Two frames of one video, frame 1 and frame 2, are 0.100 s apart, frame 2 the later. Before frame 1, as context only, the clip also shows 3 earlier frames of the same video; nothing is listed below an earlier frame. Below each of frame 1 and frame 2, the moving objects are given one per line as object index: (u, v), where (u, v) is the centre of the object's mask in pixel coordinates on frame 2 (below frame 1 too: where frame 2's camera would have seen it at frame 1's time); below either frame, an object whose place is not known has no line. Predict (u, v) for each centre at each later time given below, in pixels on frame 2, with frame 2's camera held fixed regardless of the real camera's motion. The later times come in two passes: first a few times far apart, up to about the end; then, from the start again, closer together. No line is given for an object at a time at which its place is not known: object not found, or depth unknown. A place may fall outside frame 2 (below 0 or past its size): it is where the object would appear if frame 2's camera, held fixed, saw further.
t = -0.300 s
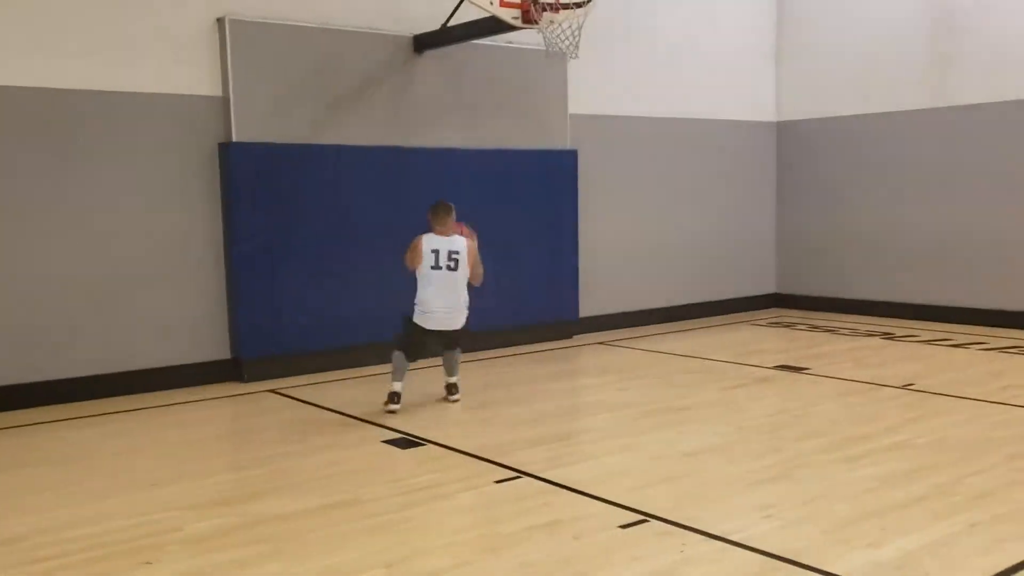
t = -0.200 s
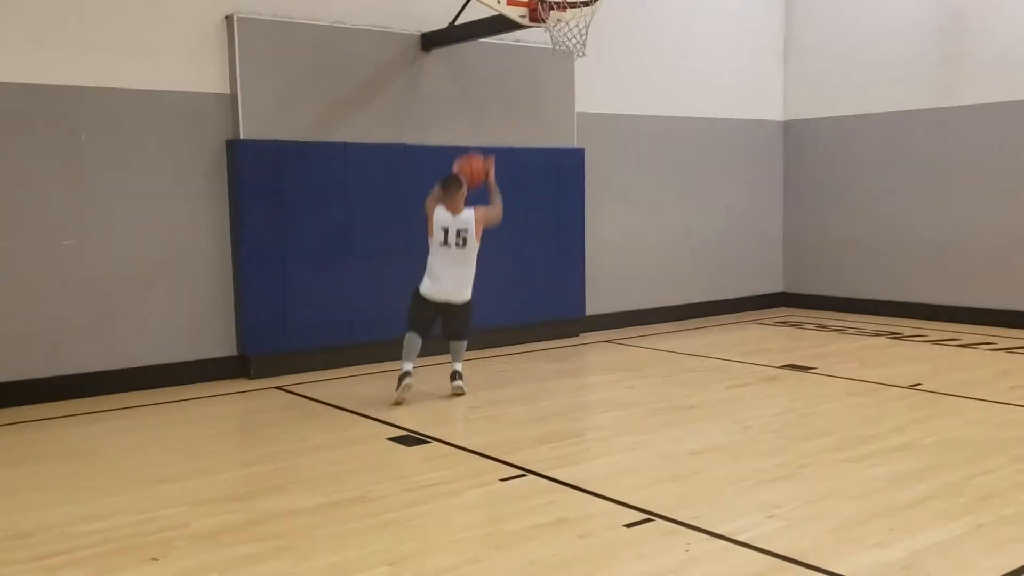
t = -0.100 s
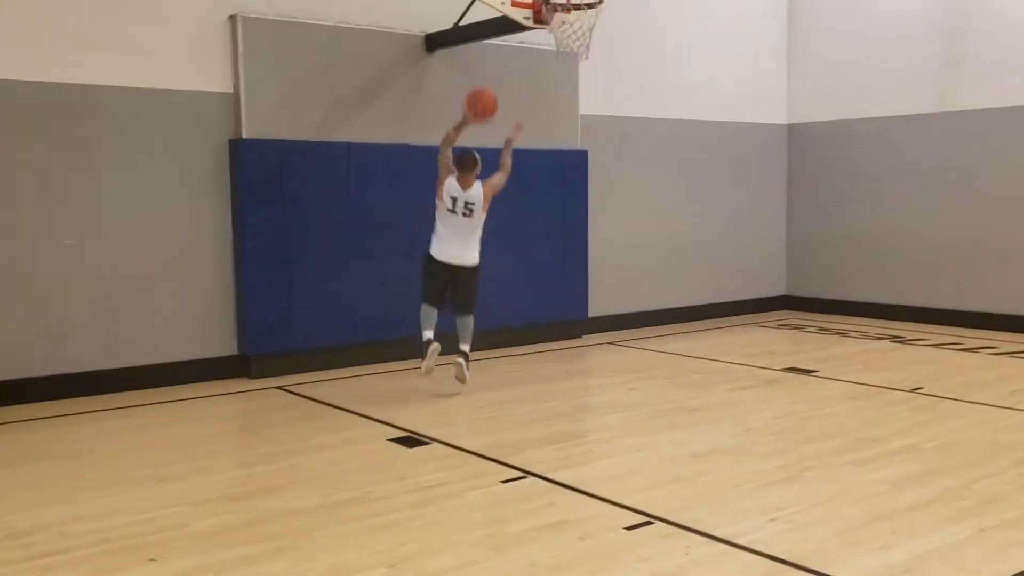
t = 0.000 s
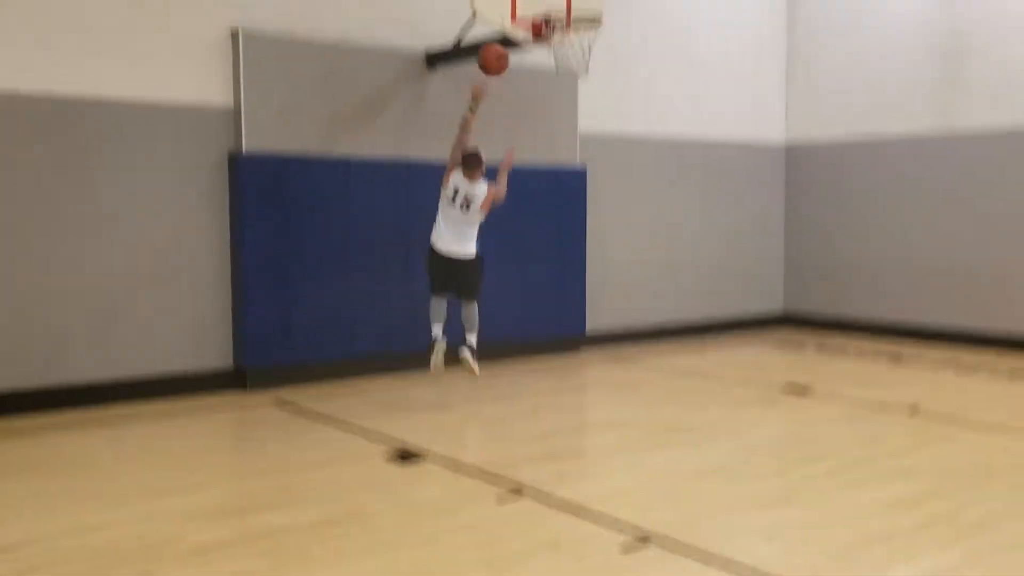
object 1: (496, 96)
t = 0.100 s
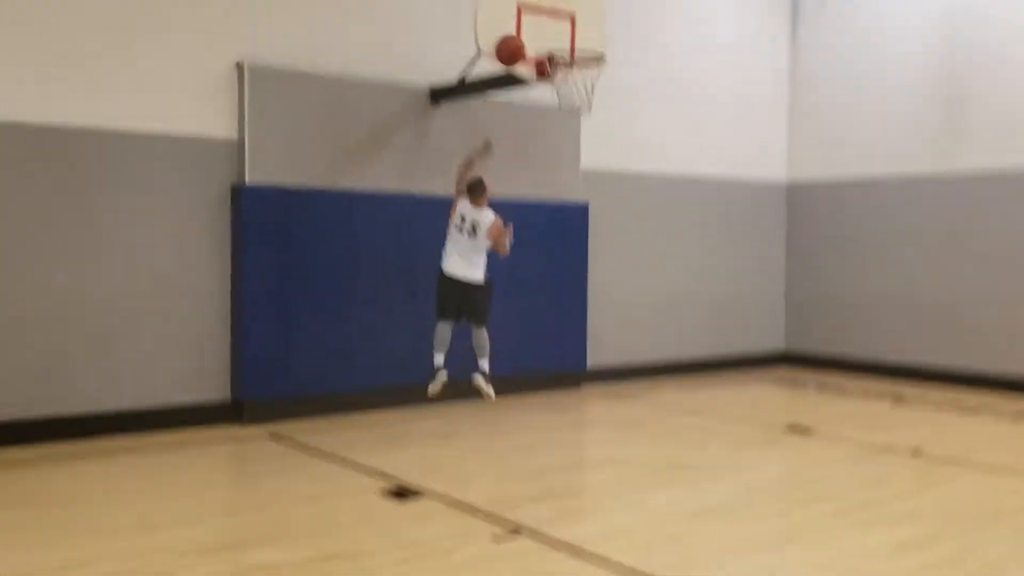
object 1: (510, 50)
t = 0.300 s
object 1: (543, 22)
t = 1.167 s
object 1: (555, 208)
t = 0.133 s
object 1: (514, 38)
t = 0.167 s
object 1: (517, 28)
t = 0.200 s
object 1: (524, 25)
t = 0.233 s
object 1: (529, 23)
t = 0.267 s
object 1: (537, 22)
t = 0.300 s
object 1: (543, 22)
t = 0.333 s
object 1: (549, 23)
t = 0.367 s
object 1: (557, 25)
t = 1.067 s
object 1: (558, 162)
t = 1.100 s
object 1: (557, 176)
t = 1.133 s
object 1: (556, 191)
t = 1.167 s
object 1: (555, 208)
